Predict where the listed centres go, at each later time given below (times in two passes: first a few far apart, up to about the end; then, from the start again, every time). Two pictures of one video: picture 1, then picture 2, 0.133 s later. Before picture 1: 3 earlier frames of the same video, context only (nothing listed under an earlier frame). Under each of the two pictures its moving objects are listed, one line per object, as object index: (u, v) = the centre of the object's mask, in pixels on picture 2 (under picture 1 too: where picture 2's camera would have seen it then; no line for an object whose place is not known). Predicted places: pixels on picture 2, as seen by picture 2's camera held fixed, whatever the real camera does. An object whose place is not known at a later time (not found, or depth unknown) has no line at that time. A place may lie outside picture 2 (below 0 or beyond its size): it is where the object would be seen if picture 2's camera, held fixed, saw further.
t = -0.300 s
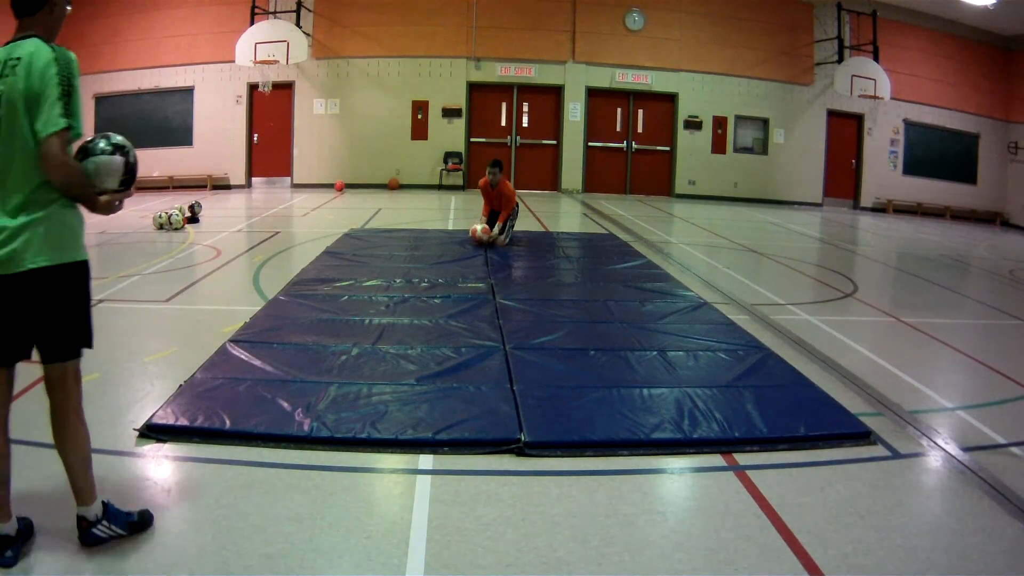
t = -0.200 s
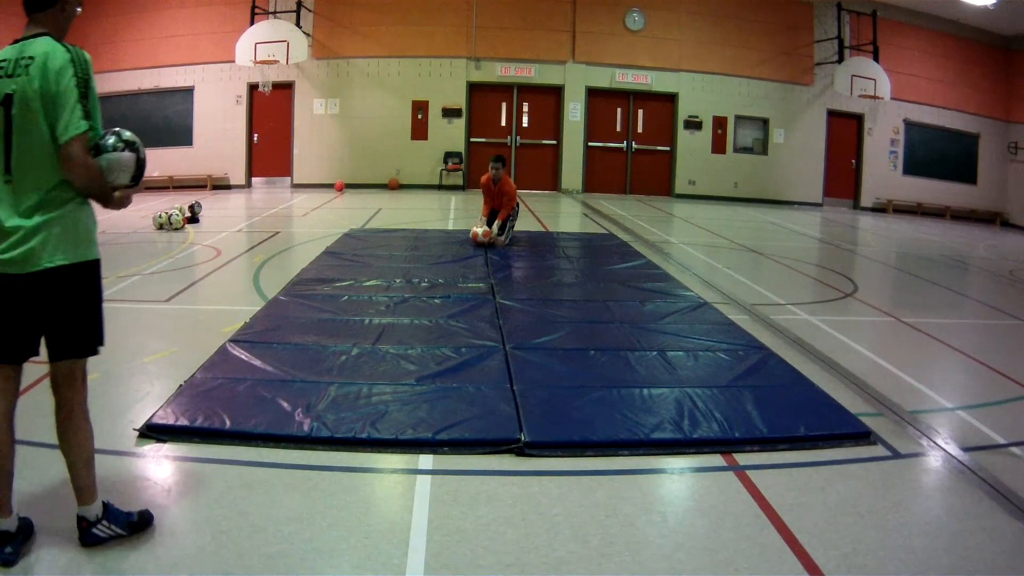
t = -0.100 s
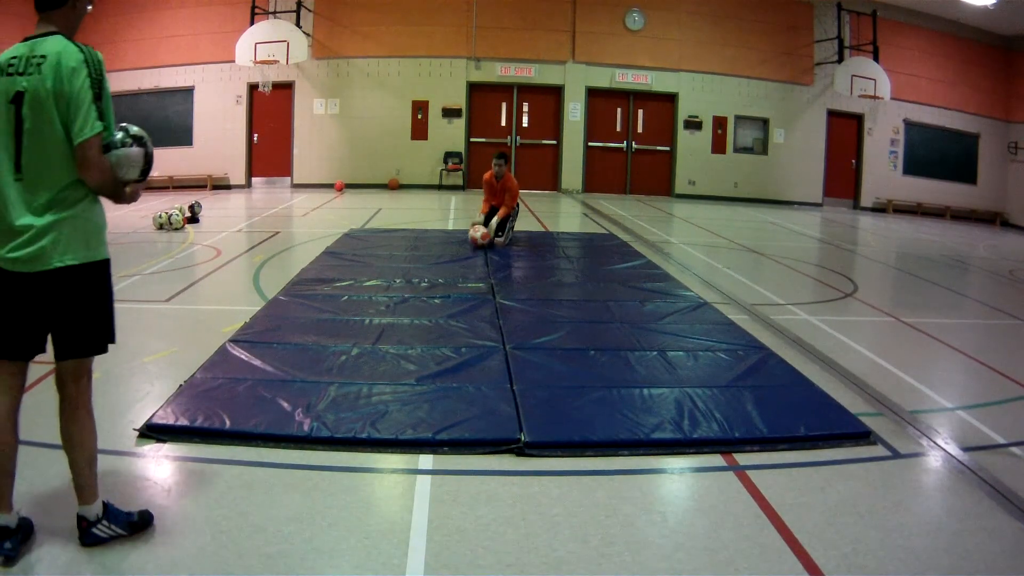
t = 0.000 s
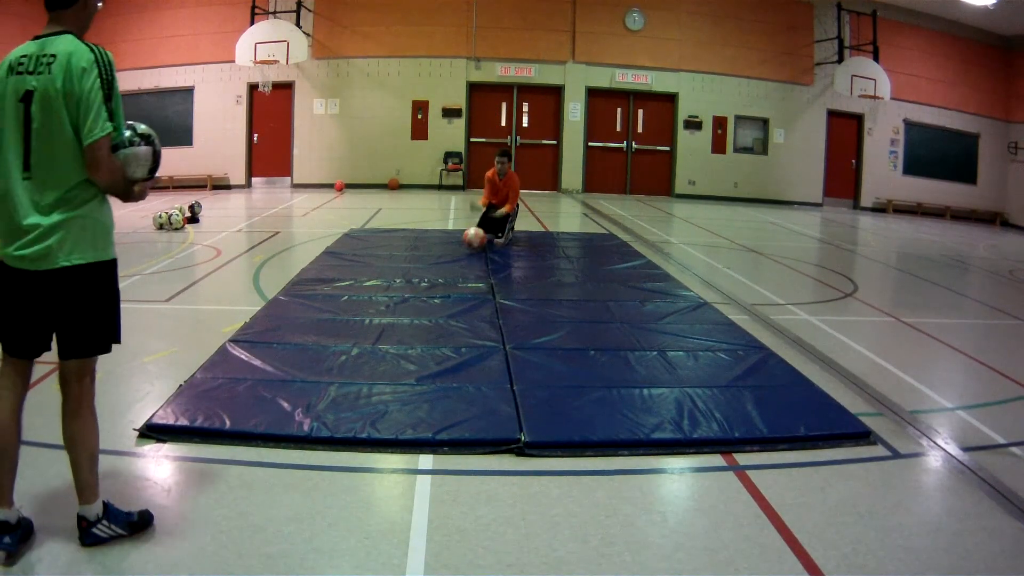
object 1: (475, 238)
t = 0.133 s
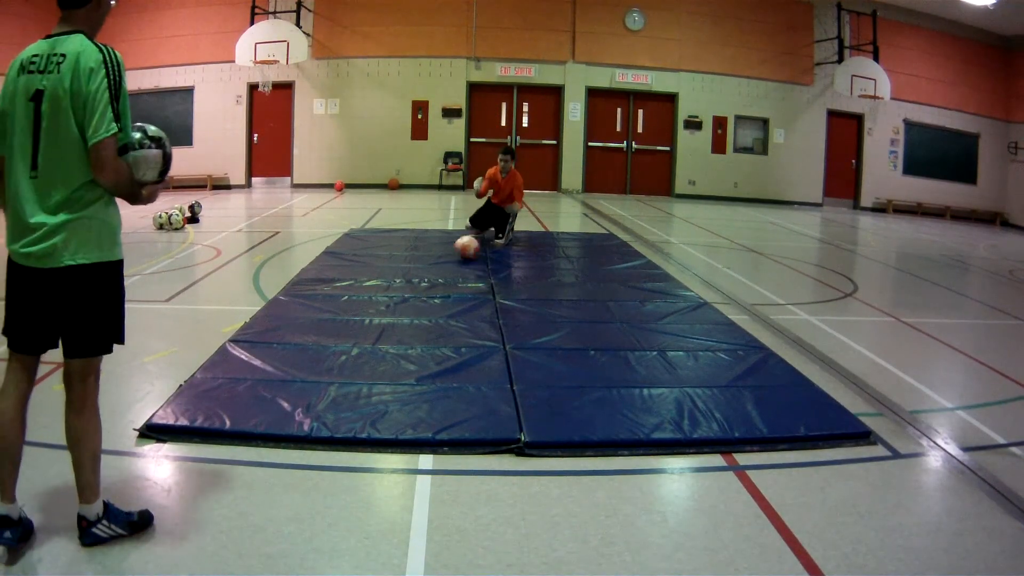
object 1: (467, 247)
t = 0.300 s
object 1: (456, 255)
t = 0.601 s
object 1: (430, 268)
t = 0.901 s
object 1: (397, 285)
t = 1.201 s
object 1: (357, 304)
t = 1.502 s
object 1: (307, 325)
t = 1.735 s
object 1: (265, 345)
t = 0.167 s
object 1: (465, 248)
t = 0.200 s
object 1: (462, 251)
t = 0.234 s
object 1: (460, 252)
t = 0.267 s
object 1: (458, 253)
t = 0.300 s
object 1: (456, 255)
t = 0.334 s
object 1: (452, 257)
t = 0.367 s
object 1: (450, 258)
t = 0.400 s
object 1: (447, 260)
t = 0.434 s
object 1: (444, 261)
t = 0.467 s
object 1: (441, 263)
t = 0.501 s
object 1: (438, 264)
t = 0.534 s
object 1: (436, 265)
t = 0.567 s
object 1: (432, 266)
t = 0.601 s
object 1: (430, 268)
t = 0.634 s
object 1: (426, 270)
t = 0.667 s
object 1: (423, 274)
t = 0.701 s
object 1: (419, 275)
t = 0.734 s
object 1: (416, 277)
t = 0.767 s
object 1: (412, 279)
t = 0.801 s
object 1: (408, 280)
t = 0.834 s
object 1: (404, 281)
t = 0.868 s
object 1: (401, 282)
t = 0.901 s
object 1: (397, 285)
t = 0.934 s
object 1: (393, 289)
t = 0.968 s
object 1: (389, 291)
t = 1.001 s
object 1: (384, 292)
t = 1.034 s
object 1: (380, 295)
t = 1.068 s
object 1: (375, 297)
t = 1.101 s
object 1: (371, 298)
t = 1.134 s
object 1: (366, 300)
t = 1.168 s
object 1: (361, 302)
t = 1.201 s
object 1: (357, 304)
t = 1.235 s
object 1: (352, 308)
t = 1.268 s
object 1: (346, 310)
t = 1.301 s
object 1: (341, 313)
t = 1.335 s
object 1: (336, 315)
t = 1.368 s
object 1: (331, 317)
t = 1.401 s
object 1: (325, 320)
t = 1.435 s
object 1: (319, 322)
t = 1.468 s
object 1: (313, 324)
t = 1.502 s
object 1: (307, 325)
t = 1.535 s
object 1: (302, 326)
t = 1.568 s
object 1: (296, 330)
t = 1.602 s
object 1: (290, 335)
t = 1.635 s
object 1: (284, 337)
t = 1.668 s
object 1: (278, 340)
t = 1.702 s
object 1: (271, 343)
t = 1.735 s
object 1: (265, 345)
